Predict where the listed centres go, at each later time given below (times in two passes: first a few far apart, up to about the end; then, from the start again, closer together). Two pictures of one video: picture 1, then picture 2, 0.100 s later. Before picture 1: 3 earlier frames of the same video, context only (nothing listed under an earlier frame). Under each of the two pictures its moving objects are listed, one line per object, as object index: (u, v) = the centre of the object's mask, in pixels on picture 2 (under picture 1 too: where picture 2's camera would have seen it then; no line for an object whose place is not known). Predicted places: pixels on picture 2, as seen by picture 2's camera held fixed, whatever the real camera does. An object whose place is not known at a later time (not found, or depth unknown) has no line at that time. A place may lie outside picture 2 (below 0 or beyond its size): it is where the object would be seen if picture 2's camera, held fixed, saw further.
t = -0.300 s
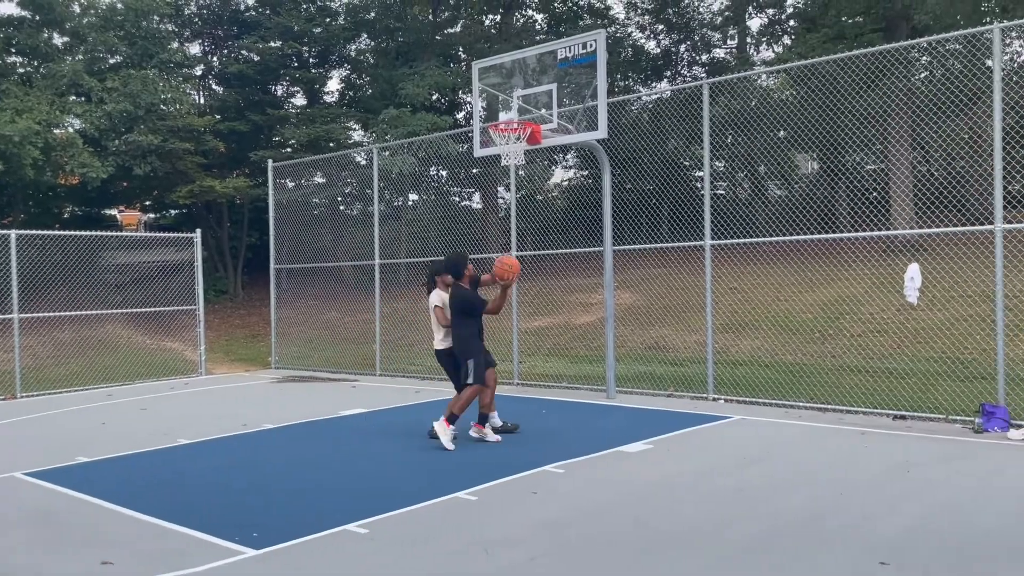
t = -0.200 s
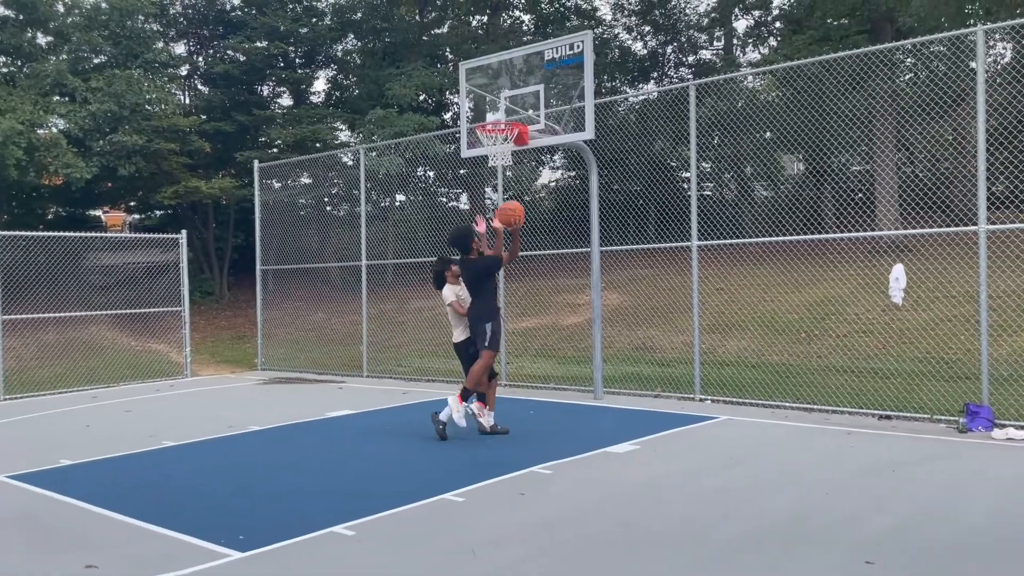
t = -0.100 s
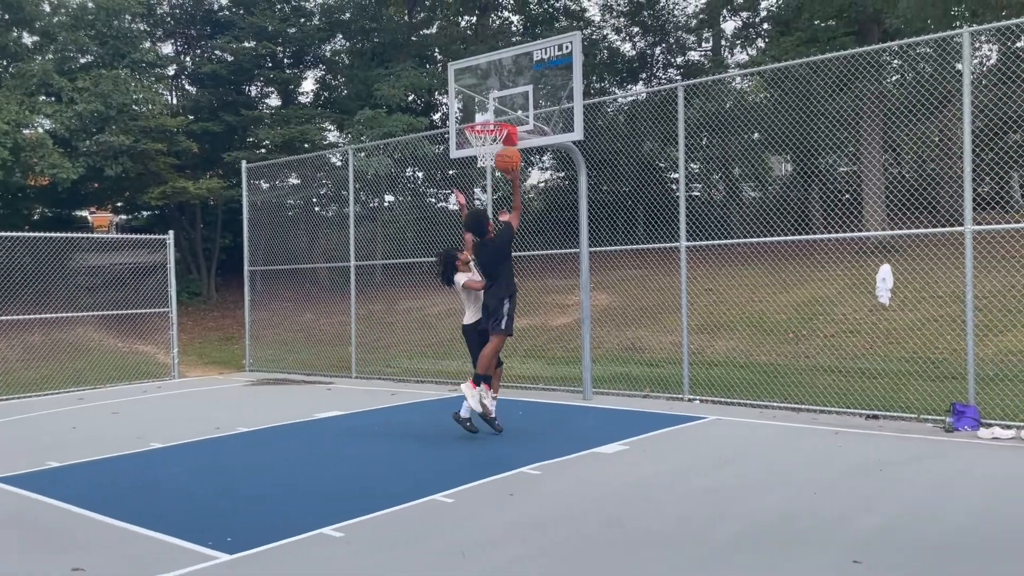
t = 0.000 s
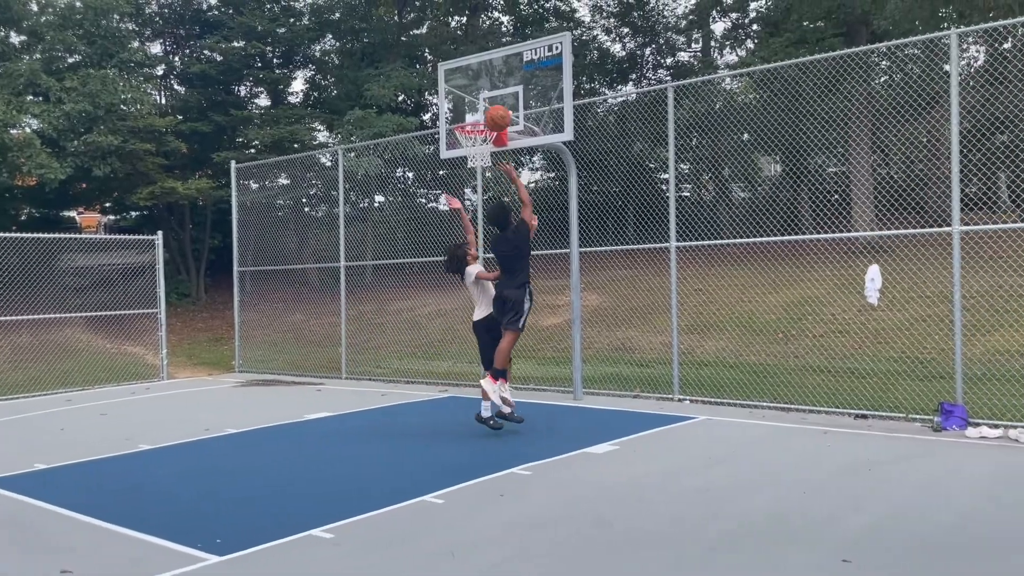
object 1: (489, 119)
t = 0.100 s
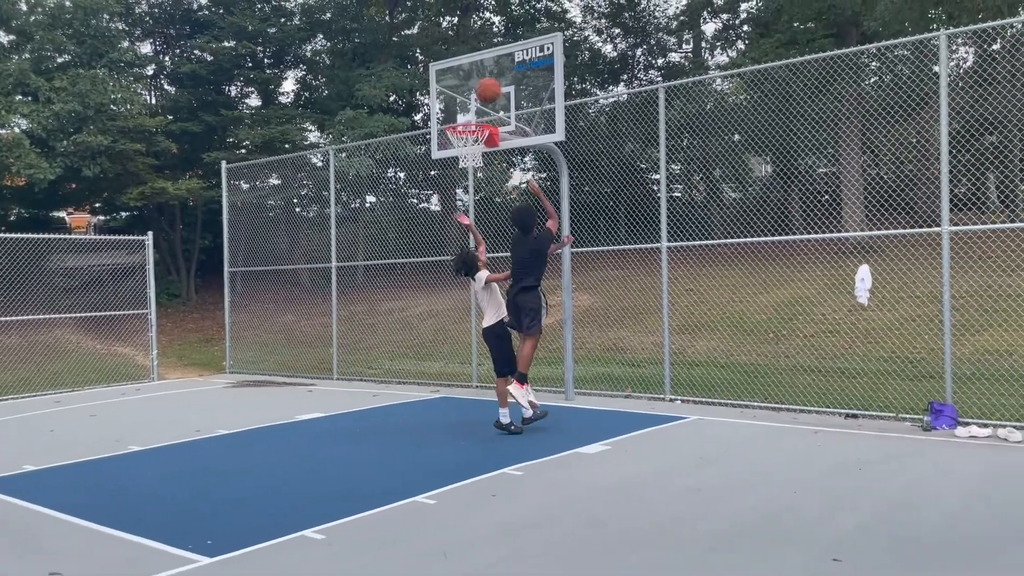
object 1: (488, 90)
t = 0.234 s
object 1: (488, 72)
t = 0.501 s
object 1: (488, 87)
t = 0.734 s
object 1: (460, 124)
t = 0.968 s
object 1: (471, 144)
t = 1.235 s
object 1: (451, 186)
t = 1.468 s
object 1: (435, 268)
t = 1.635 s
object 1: (424, 360)
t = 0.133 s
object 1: (488, 84)
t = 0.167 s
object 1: (488, 79)
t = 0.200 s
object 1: (488, 74)
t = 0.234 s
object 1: (488, 72)
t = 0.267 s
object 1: (488, 71)
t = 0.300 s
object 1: (489, 70)
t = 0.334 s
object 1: (489, 70)
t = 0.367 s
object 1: (489, 72)
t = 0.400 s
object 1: (489, 75)
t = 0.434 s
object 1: (489, 78)
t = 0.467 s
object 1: (489, 83)
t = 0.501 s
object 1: (488, 87)
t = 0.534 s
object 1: (482, 90)
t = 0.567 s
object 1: (478, 95)
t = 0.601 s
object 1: (472, 100)
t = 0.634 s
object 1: (468, 107)
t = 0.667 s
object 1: (462, 114)
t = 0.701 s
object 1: (458, 122)
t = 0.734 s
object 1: (460, 124)
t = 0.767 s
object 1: (466, 123)
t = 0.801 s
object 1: (471, 127)
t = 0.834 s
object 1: (473, 130)
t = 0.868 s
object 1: (474, 133)
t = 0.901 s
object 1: (475, 135)
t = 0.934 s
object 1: (475, 139)
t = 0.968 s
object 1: (471, 144)
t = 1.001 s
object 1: (470, 151)
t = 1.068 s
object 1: (464, 158)
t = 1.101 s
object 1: (461, 162)
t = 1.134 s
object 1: (458, 168)
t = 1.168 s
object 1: (456, 172)
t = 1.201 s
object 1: (453, 178)
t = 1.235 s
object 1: (451, 186)
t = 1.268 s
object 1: (449, 194)
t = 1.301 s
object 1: (446, 204)
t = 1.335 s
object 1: (444, 215)
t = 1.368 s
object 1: (441, 226)
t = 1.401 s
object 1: (439, 239)
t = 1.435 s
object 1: (437, 253)
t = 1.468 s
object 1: (435, 268)
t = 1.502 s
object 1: (433, 284)
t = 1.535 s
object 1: (430, 301)
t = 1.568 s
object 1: (428, 319)
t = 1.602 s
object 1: (426, 339)
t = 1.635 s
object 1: (424, 360)
